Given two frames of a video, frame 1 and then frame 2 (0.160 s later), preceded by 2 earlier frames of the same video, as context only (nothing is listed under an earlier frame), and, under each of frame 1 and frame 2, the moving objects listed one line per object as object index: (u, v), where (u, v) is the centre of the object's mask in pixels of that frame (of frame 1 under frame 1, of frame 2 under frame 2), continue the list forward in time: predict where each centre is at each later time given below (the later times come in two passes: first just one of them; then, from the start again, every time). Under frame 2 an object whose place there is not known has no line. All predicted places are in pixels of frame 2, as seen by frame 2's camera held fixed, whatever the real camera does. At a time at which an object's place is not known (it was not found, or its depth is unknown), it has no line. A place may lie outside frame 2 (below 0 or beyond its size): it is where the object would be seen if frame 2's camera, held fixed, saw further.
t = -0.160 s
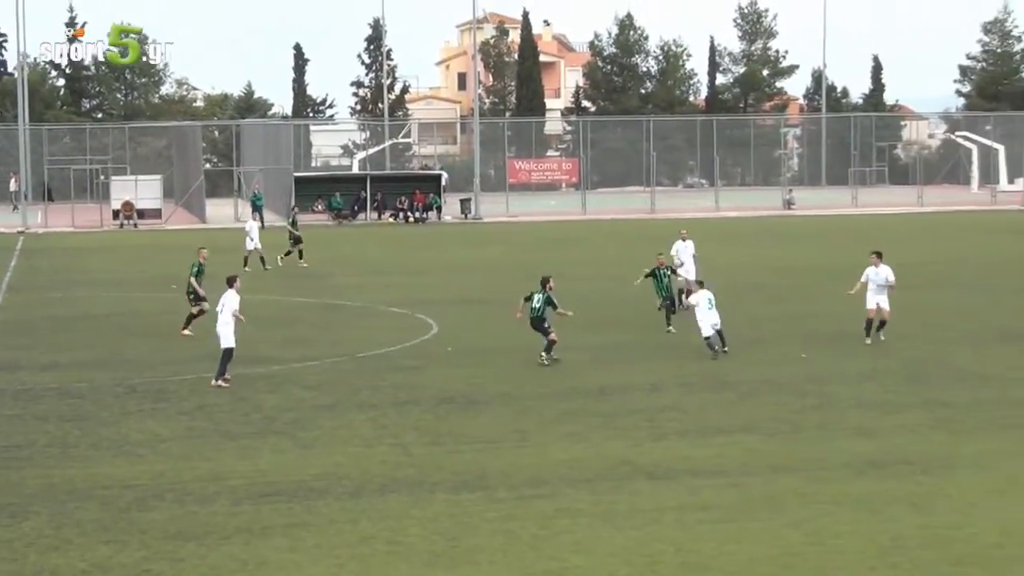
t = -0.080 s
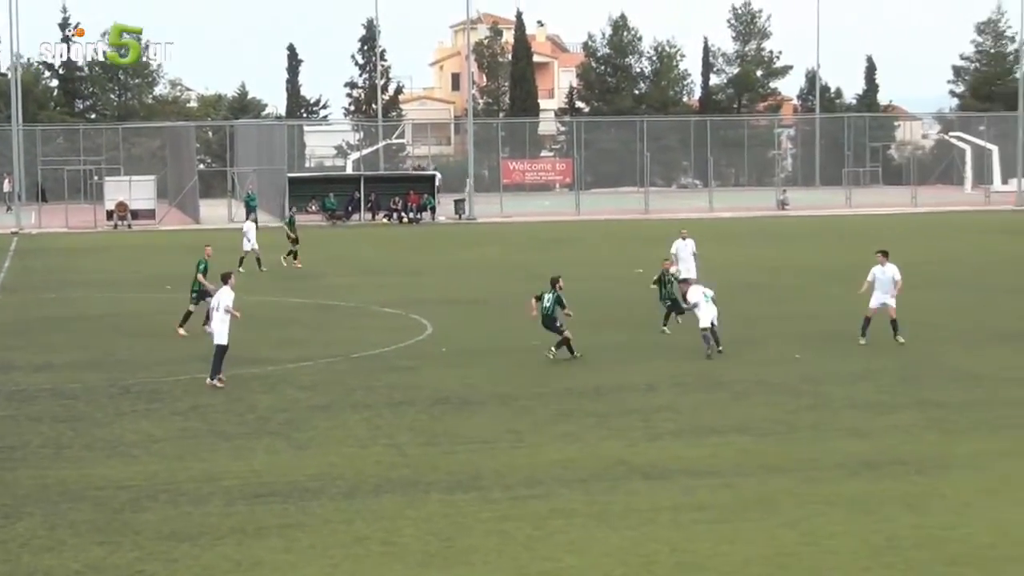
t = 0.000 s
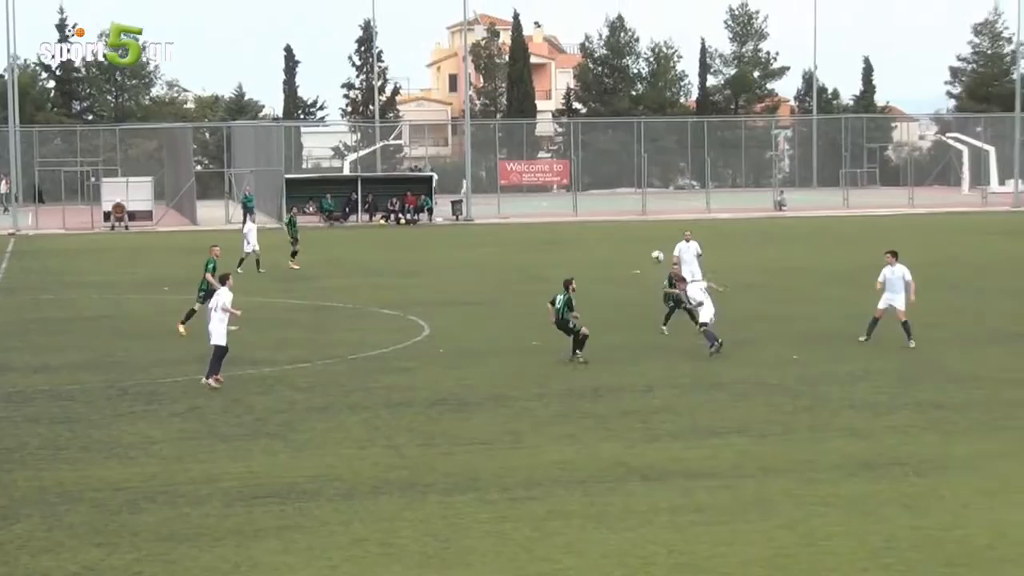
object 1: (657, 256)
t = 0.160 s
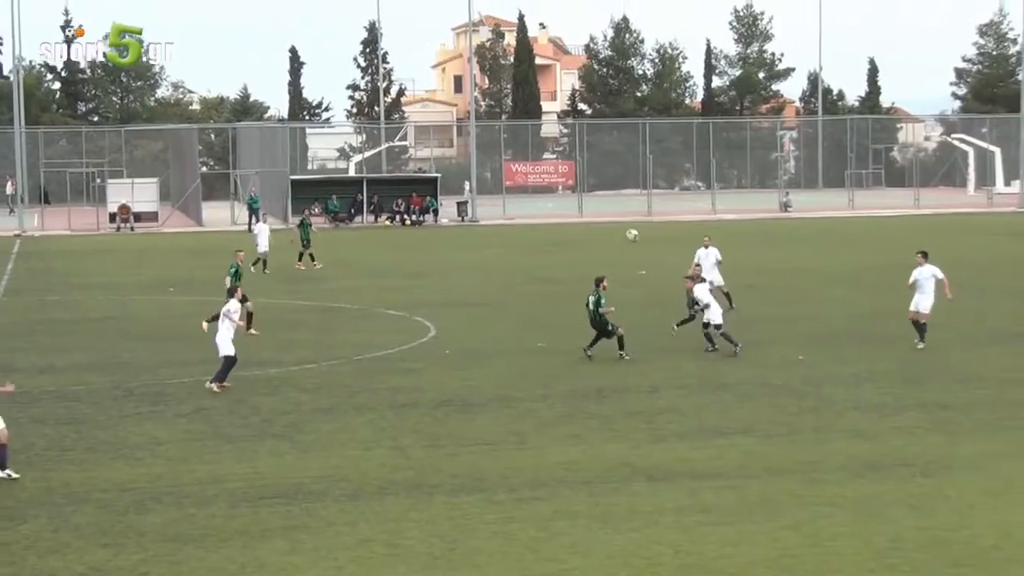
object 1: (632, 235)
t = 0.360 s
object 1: (597, 226)
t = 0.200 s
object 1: (624, 231)
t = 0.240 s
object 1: (617, 229)
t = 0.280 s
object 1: (610, 227)
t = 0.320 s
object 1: (603, 227)
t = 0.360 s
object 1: (597, 226)
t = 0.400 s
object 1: (591, 226)
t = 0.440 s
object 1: (585, 229)
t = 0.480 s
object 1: (579, 231)
